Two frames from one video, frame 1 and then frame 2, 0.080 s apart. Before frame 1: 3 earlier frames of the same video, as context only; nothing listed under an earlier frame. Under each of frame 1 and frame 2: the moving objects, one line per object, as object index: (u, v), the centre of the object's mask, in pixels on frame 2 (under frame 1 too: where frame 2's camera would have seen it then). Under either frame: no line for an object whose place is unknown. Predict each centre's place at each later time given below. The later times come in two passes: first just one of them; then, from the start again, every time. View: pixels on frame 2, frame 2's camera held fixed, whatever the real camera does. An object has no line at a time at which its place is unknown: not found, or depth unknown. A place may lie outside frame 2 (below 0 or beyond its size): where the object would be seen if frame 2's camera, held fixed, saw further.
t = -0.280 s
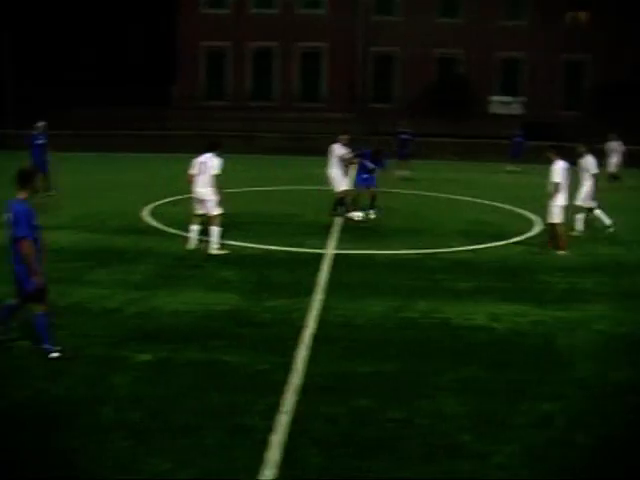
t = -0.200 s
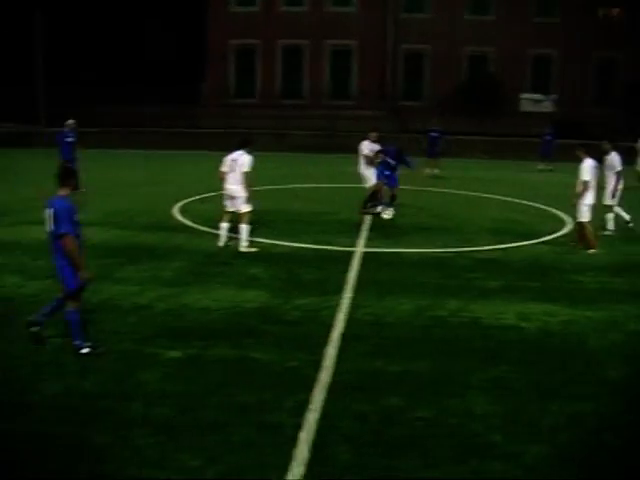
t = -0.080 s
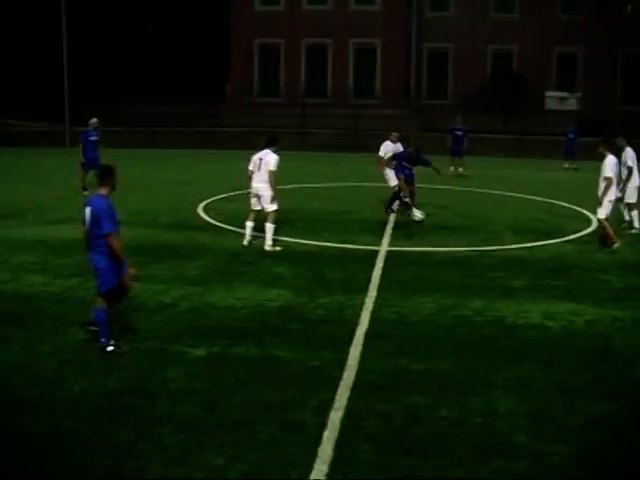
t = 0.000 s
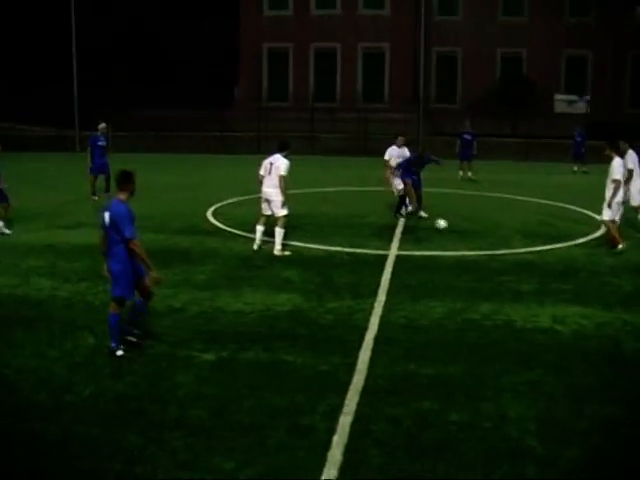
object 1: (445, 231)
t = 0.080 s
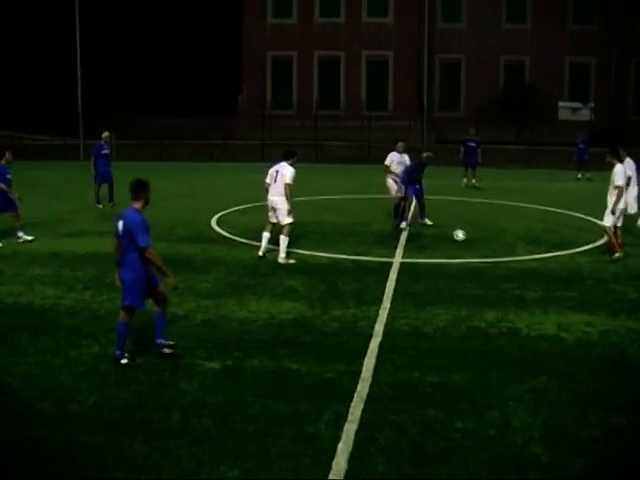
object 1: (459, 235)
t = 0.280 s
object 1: (491, 244)
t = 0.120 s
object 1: (465, 236)
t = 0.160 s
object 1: (472, 237)
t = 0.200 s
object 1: (478, 240)
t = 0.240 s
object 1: (485, 242)
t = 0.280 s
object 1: (491, 244)
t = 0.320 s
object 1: (497, 247)
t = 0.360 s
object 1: (503, 248)
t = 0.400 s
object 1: (509, 250)
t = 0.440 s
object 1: (516, 252)
